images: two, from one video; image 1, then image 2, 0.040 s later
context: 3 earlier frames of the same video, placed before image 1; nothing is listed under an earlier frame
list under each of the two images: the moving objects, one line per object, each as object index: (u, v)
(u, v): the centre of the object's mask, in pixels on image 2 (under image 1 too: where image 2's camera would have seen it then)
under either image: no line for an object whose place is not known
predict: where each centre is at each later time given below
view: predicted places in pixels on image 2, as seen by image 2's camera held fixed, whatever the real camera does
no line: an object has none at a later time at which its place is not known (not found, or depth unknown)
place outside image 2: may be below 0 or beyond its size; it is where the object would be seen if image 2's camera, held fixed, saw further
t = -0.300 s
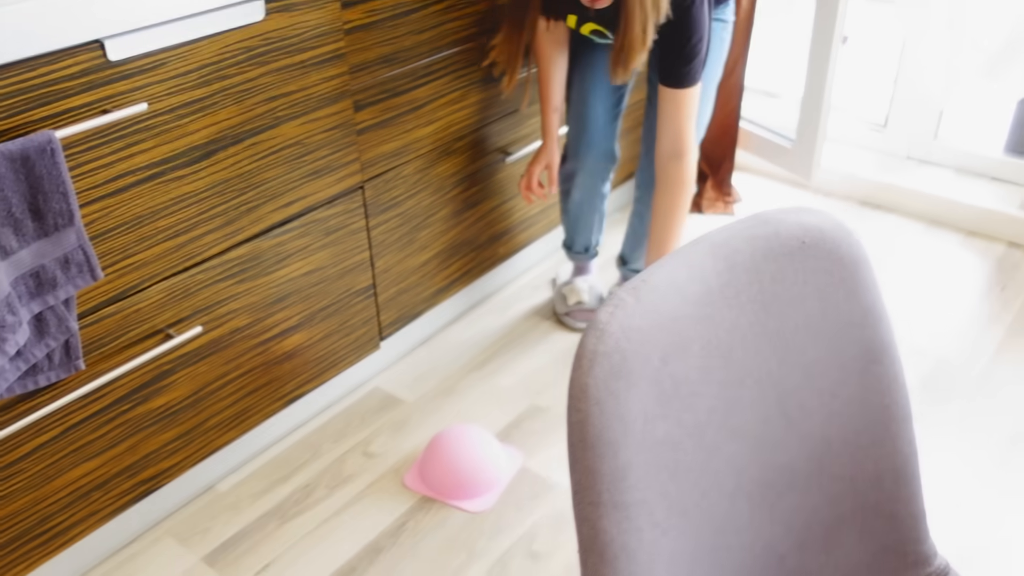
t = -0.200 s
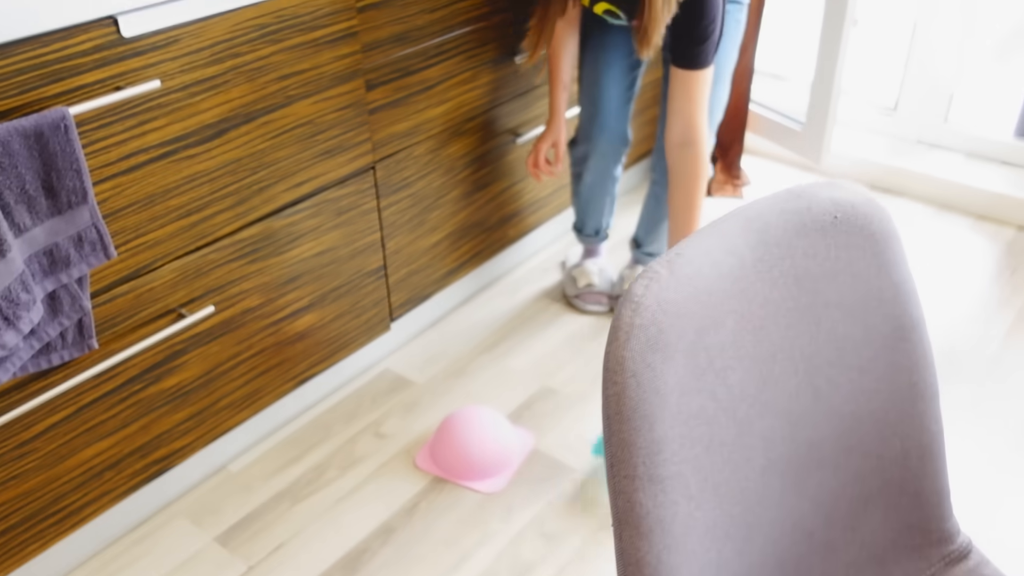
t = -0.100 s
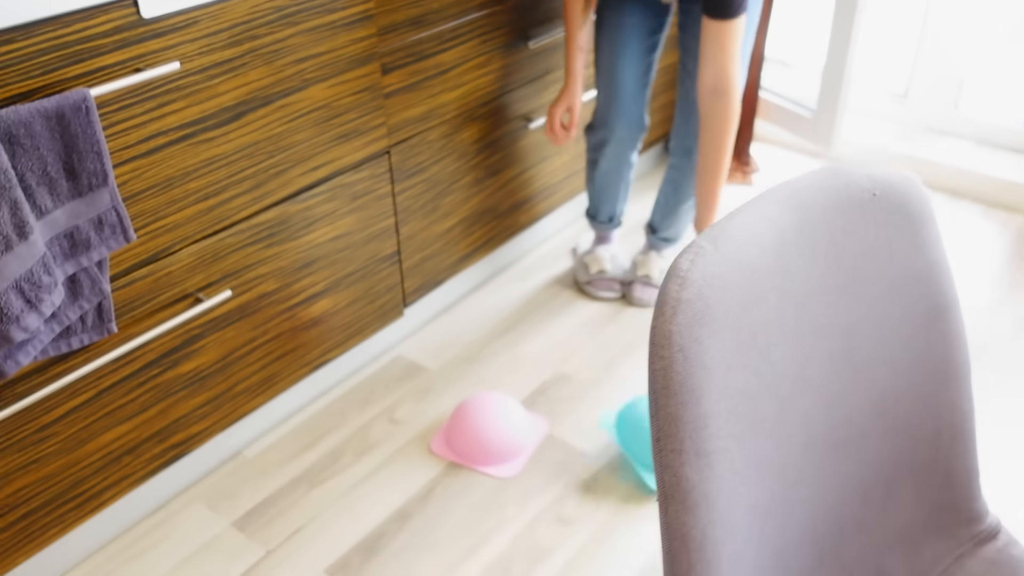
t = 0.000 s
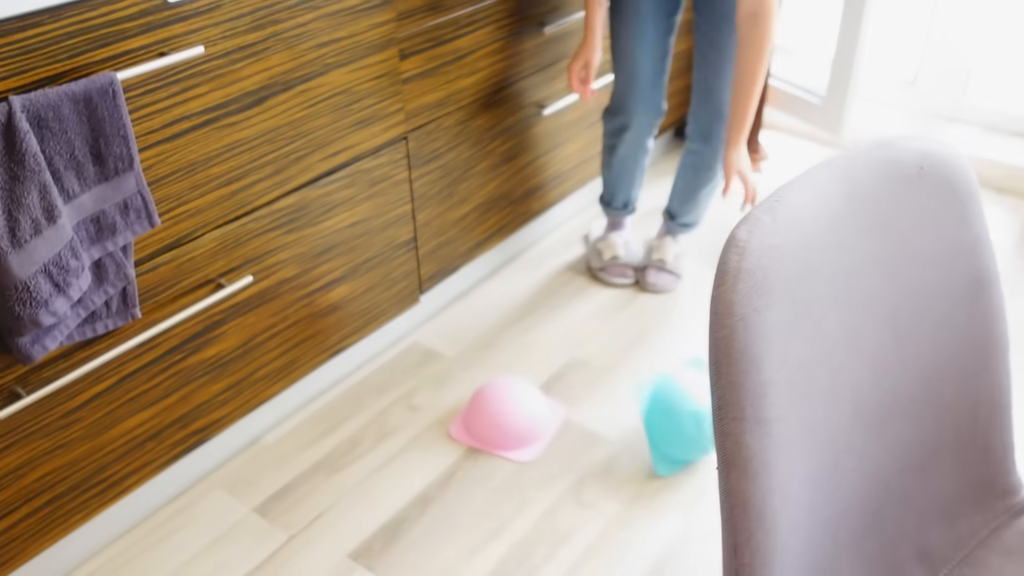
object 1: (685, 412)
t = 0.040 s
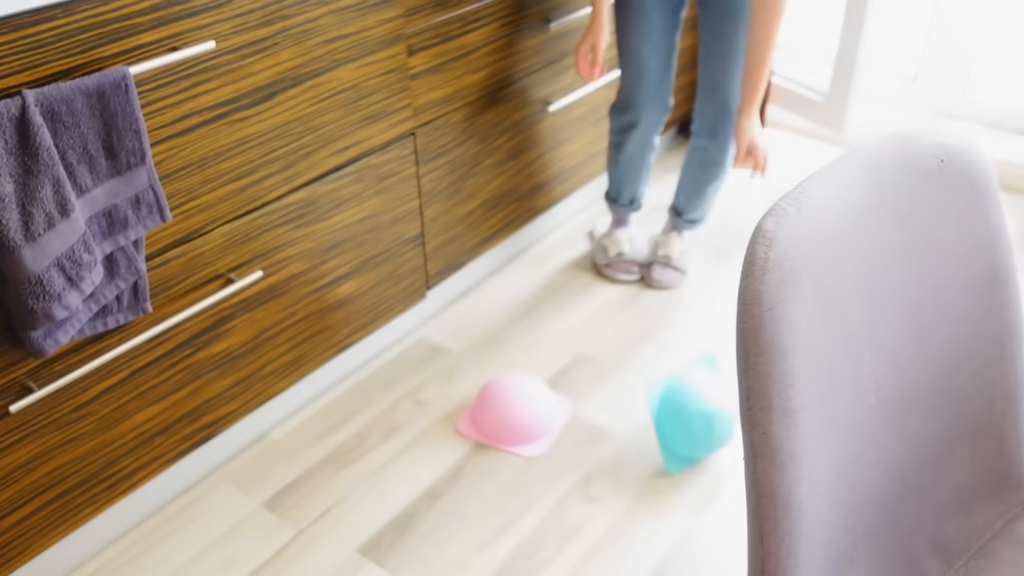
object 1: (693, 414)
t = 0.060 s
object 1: (691, 414)
